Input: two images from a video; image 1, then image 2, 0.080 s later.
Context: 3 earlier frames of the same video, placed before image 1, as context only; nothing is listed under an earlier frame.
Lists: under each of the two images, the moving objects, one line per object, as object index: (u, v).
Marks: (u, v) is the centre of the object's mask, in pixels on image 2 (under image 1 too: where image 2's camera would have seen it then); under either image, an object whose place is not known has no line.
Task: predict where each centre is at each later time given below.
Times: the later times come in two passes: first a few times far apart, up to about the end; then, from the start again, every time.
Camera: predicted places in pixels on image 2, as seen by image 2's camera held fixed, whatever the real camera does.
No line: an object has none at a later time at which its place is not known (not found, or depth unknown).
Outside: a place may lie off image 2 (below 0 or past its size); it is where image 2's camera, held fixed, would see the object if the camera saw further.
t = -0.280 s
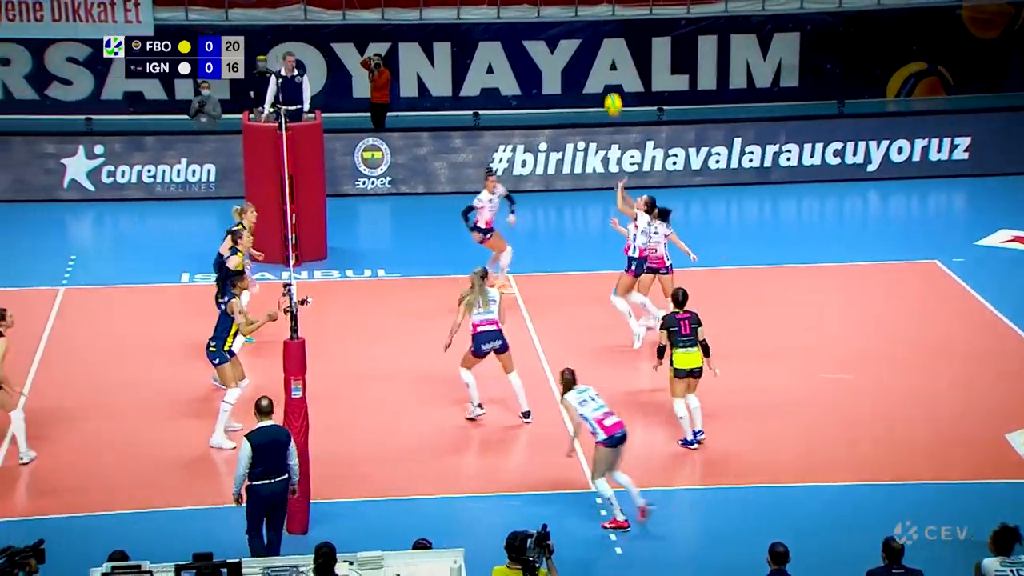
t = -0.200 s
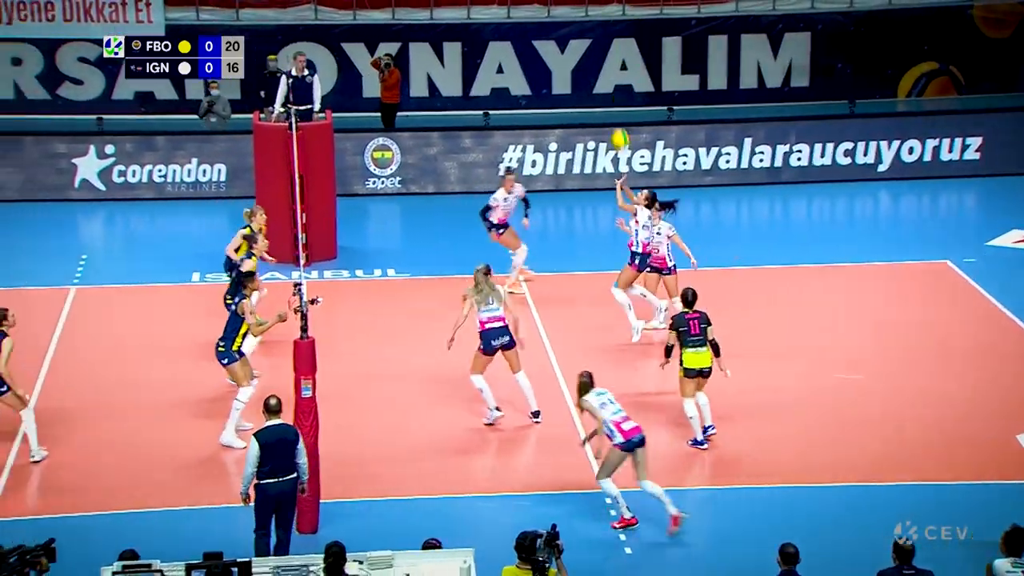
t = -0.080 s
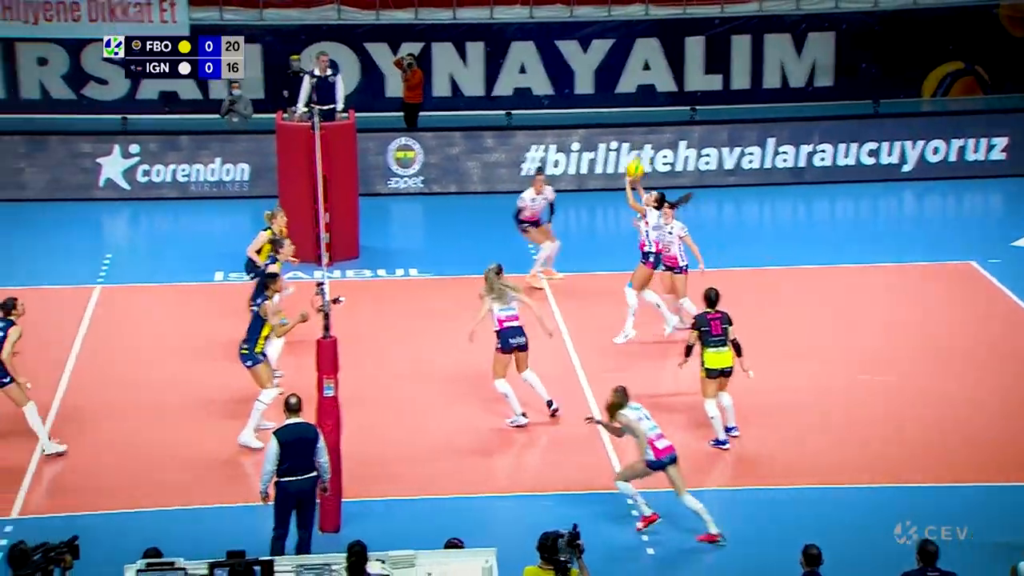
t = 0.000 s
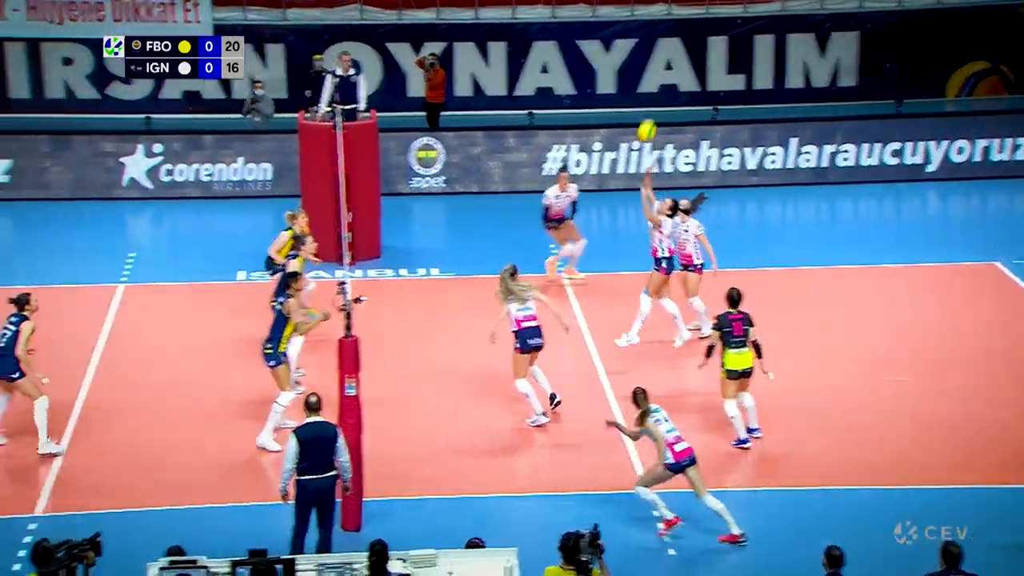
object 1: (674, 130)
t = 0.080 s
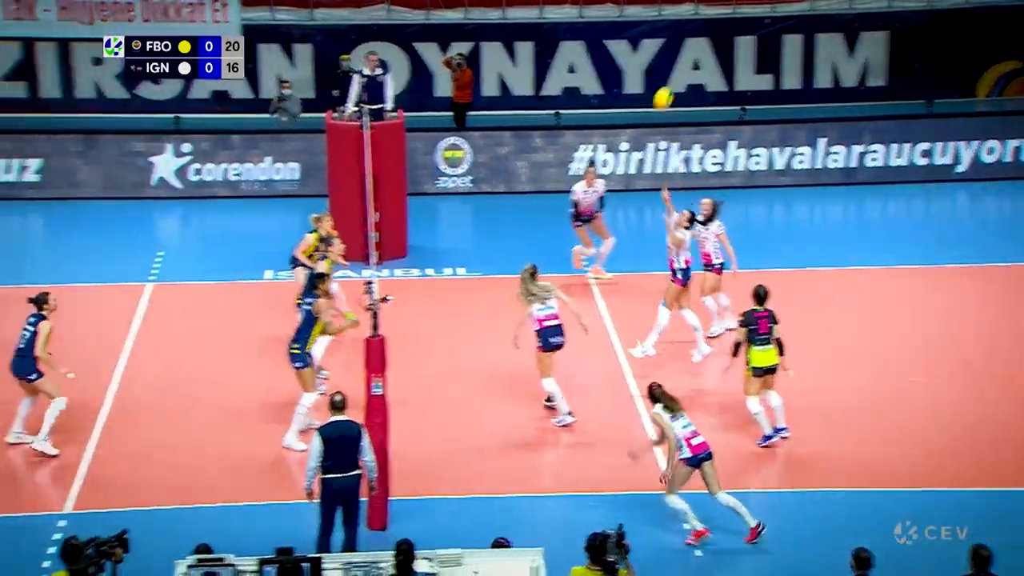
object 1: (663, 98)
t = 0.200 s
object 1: (647, 60)
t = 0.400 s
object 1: (617, 25)
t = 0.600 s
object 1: (587, 27)
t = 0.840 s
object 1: (551, 78)
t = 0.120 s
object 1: (657, 84)
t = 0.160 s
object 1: (653, 71)
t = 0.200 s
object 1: (647, 60)
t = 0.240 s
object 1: (641, 50)
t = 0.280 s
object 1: (635, 42)
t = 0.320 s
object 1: (629, 35)
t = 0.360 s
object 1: (624, 29)
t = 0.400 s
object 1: (617, 25)
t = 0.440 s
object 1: (611, 23)
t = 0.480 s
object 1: (605, 22)
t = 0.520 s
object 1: (600, 22)
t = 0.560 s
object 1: (593, 24)
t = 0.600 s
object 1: (587, 27)
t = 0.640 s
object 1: (581, 31)
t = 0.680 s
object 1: (575, 37)
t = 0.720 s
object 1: (569, 45)
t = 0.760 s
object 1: (562, 55)
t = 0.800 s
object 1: (557, 66)
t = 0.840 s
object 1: (551, 78)
